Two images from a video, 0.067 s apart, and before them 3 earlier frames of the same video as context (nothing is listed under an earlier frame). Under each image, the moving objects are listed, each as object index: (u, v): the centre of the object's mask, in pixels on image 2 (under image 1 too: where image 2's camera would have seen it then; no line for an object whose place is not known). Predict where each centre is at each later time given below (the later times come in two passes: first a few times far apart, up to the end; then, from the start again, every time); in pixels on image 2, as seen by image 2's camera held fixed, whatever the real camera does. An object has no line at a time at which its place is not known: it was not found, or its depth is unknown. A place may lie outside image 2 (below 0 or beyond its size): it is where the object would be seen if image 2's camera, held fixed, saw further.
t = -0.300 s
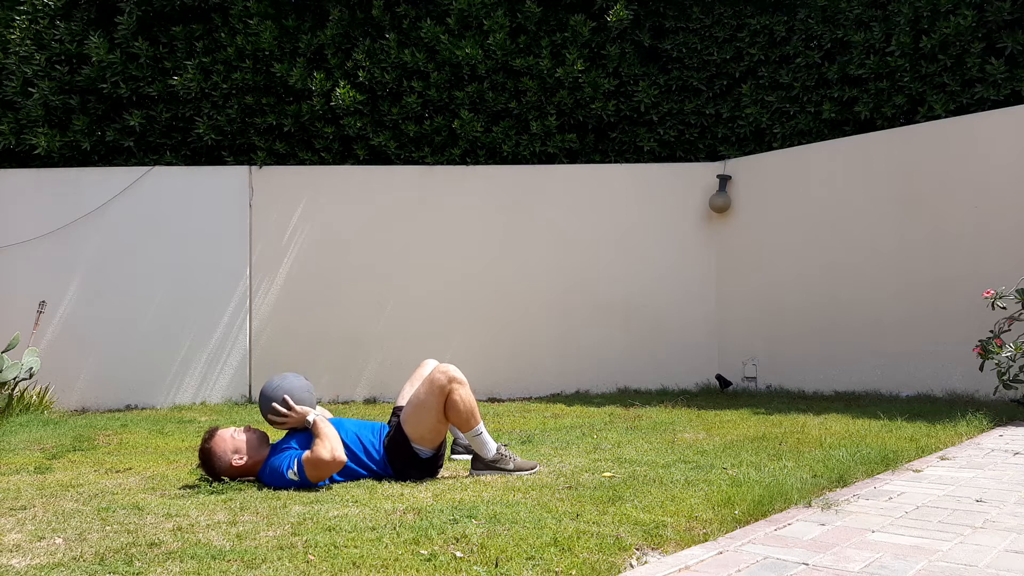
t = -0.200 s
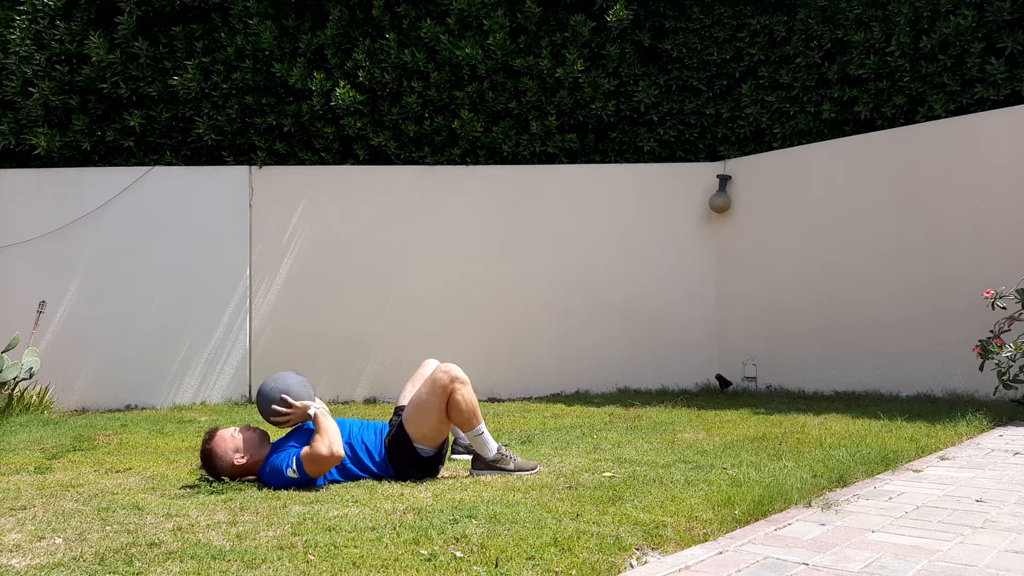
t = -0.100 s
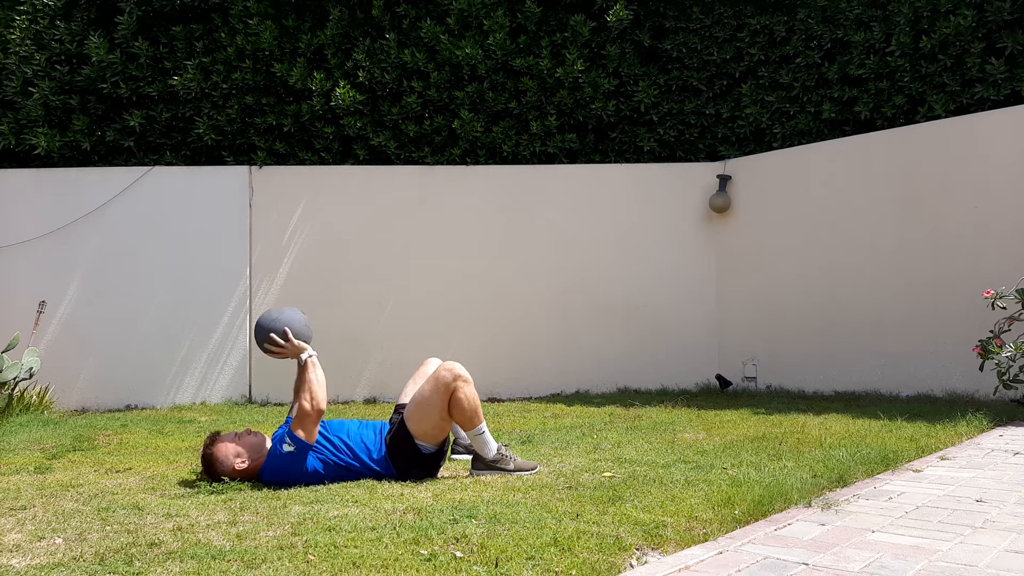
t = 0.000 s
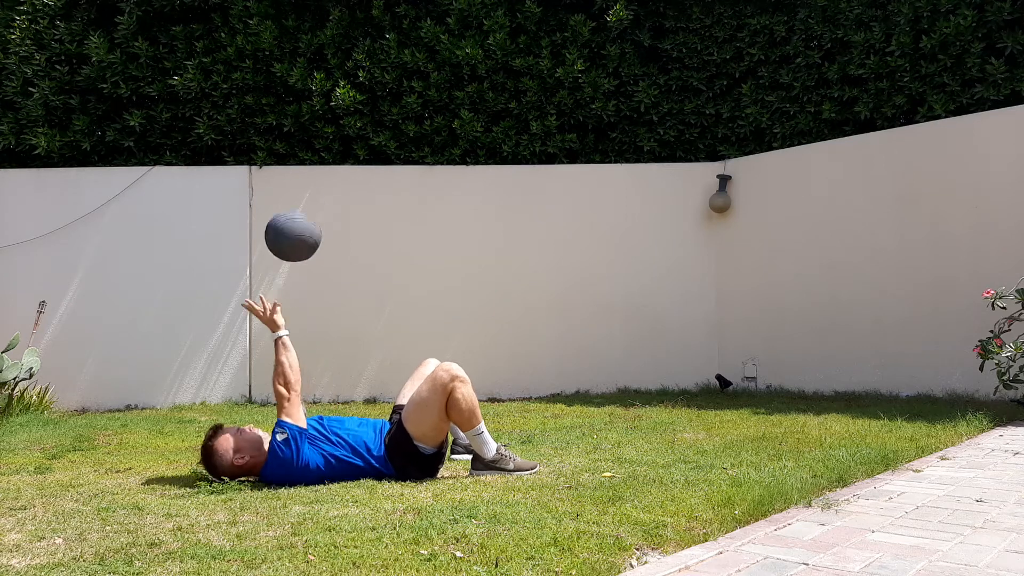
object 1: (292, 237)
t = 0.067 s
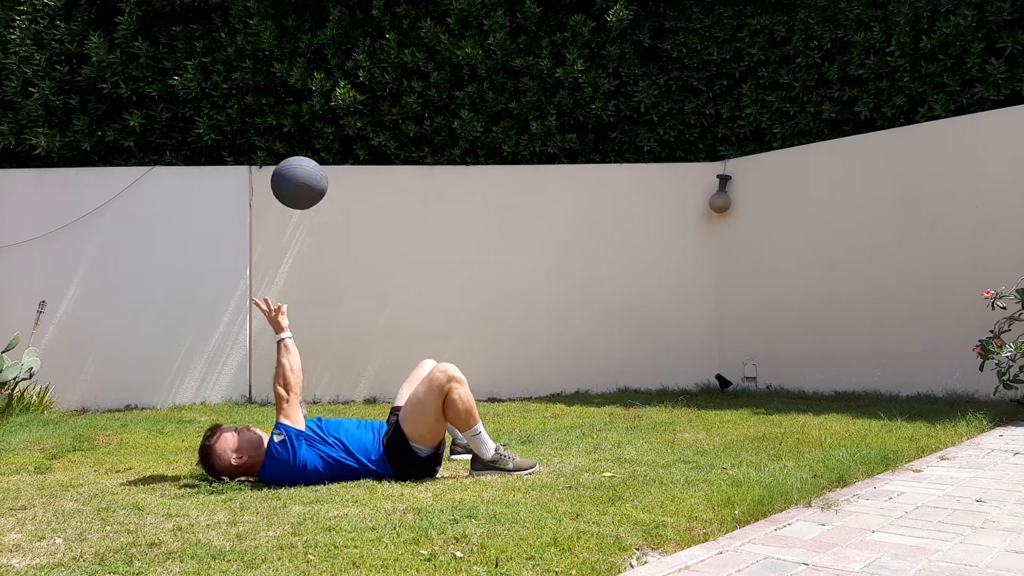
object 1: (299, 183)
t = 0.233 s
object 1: (309, 94)
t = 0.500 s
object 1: (317, 70)
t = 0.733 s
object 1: (327, 177)
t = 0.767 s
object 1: (330, 203)
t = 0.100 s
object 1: (302, 160)
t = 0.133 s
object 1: (304, 140)
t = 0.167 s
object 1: (306, 123)
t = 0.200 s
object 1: (308, 107)
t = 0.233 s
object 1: (309, 94)
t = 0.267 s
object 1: (311, 83)
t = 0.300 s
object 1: (312, 75)
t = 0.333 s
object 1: (313, 69)
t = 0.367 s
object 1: (314, 65)
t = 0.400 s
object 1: (314, 63)
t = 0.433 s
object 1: (315, 63)
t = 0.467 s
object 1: (316, 65)
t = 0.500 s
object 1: (317, 70)
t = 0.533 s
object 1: (318, 78)
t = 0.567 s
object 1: (319, 88)
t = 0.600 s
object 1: (320, 100)
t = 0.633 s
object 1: (322, 116)
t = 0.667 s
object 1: (323, 133)
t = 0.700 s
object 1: (325, 153)
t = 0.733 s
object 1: (327, 177)
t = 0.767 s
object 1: (330, 203)
